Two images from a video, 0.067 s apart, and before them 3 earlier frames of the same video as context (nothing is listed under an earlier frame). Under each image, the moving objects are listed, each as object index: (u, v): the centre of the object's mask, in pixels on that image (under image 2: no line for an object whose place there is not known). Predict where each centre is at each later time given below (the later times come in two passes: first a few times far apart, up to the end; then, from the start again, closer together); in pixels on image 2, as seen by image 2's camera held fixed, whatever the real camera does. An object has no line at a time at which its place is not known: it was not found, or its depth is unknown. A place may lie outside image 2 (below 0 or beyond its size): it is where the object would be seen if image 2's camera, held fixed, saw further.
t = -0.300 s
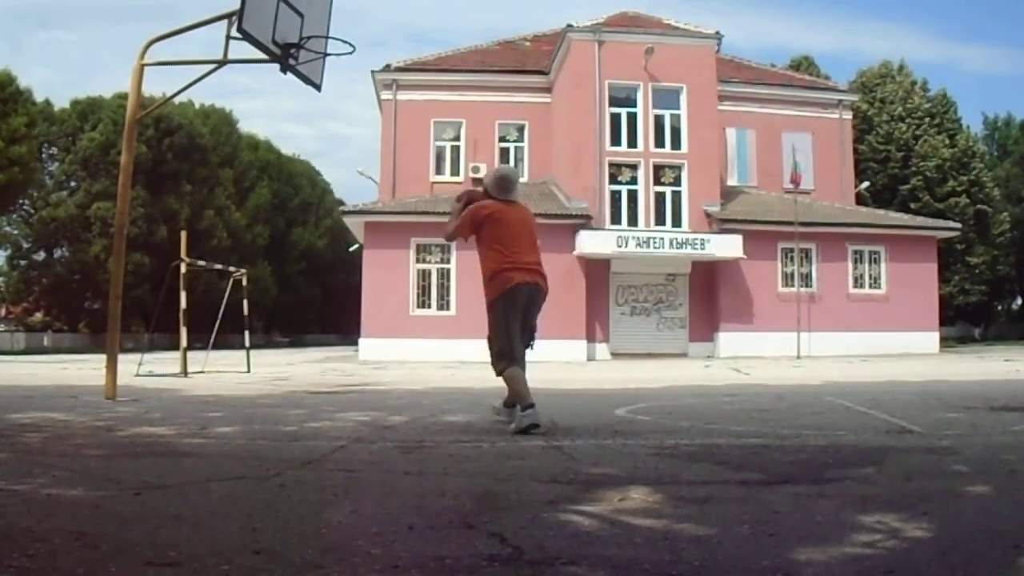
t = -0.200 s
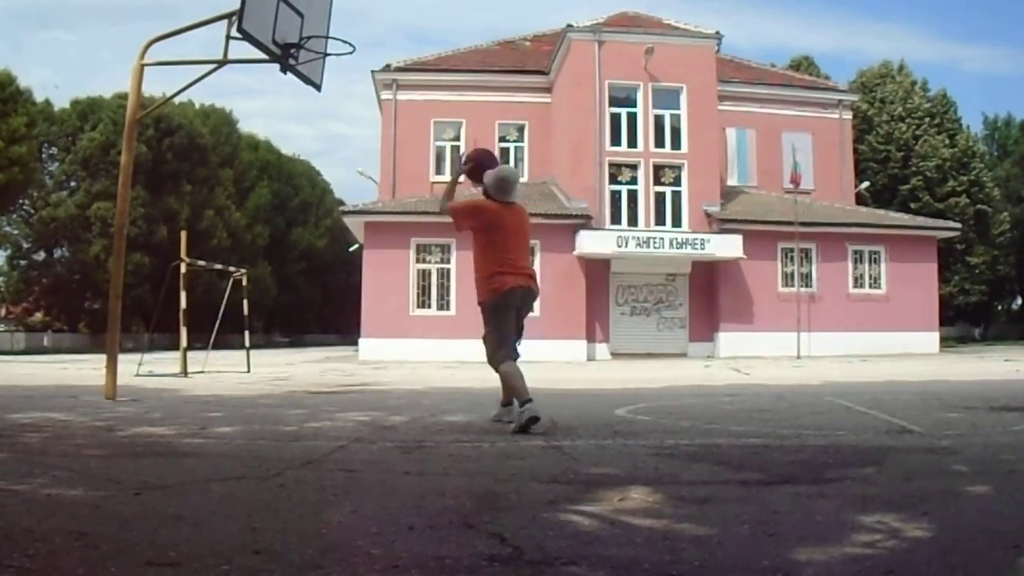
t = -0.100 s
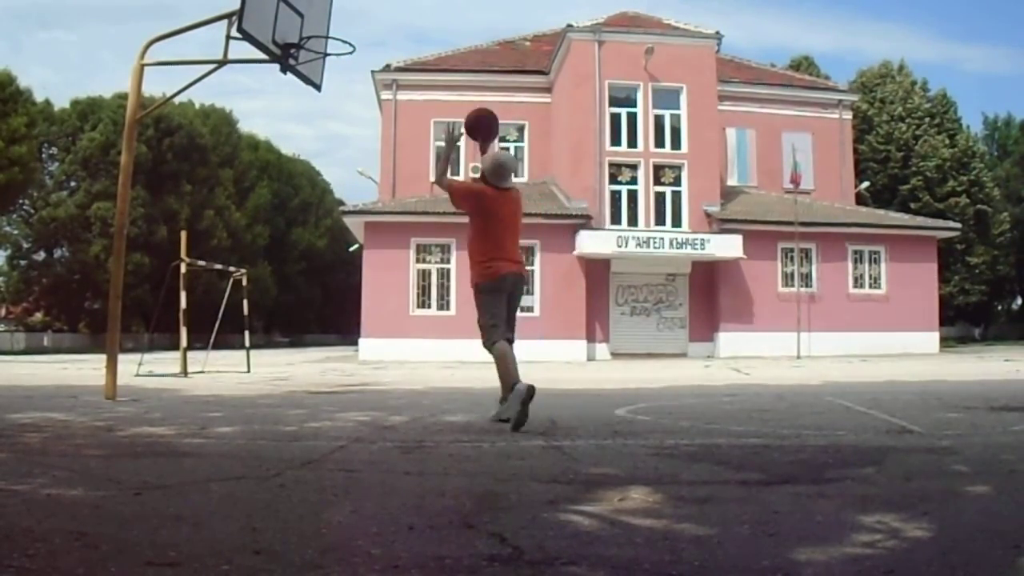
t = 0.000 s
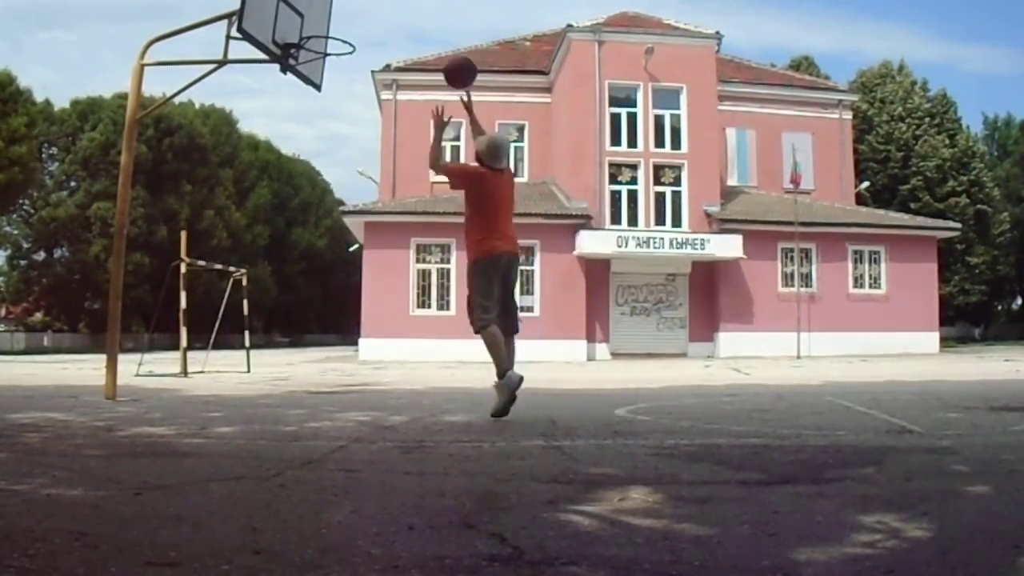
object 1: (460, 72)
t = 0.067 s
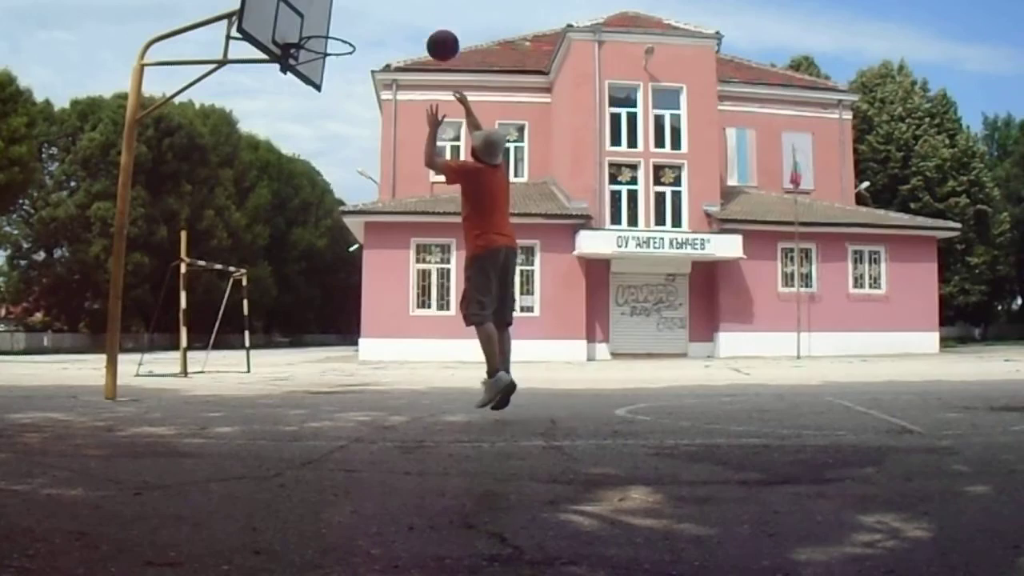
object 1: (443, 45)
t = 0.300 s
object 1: (387, 9)
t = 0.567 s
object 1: (330, 40)
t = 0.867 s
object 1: (333, 91)
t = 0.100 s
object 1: (434, 35)
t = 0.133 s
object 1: (426, 26)
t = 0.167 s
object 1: (418, 19)
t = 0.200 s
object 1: (410, 14)
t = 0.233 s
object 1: (402, 11)
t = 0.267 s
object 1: (395, 10)
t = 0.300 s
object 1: (387, 9)
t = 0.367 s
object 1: (372, 9)
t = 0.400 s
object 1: (365, 11)
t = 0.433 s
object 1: (358, 13)
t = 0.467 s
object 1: (351, 18)
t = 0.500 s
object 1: (344, 24)
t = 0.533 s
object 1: (337, 32)
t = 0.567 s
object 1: (330, 40)
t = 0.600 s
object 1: (325, 47)
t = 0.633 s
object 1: (324, 47)
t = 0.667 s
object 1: (323, 48)
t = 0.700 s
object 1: (322, 50)
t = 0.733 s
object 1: (324, 56)
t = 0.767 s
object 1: (326, 63)
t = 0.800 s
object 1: (328, 71)
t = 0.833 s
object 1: (331, 81)
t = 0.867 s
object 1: (333, 91)
